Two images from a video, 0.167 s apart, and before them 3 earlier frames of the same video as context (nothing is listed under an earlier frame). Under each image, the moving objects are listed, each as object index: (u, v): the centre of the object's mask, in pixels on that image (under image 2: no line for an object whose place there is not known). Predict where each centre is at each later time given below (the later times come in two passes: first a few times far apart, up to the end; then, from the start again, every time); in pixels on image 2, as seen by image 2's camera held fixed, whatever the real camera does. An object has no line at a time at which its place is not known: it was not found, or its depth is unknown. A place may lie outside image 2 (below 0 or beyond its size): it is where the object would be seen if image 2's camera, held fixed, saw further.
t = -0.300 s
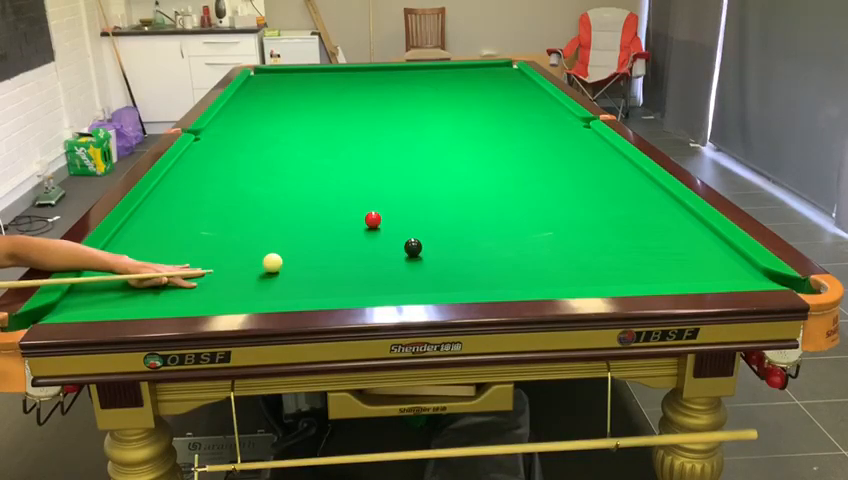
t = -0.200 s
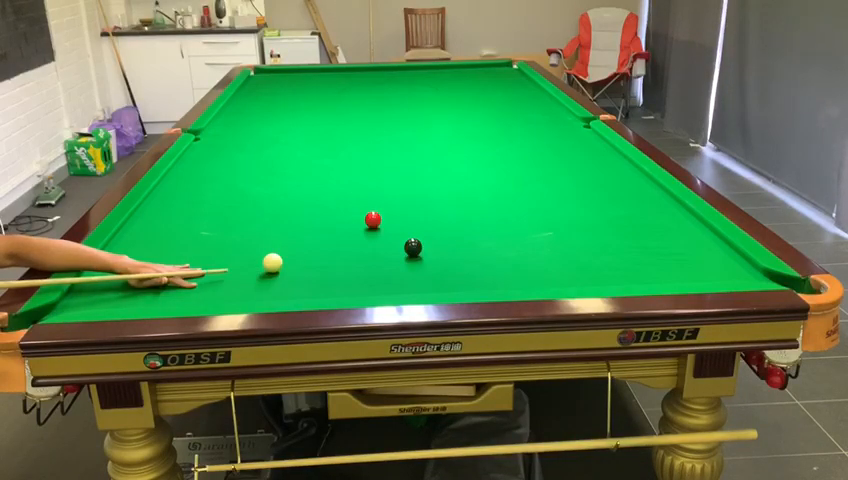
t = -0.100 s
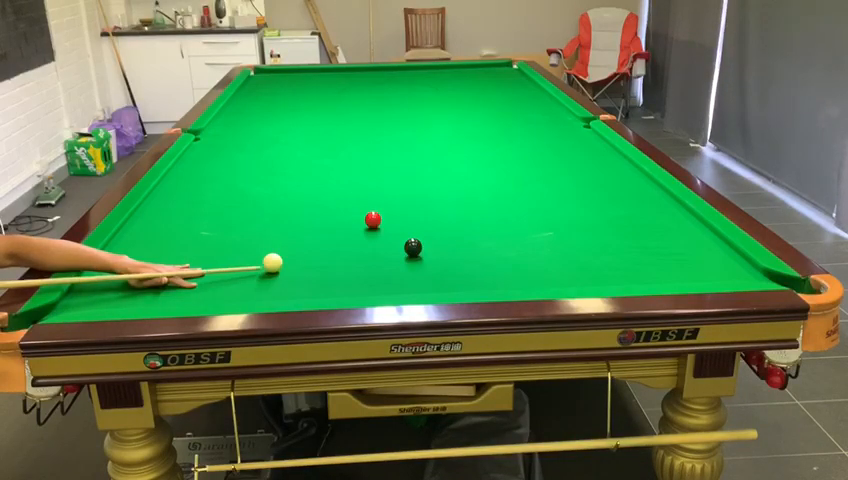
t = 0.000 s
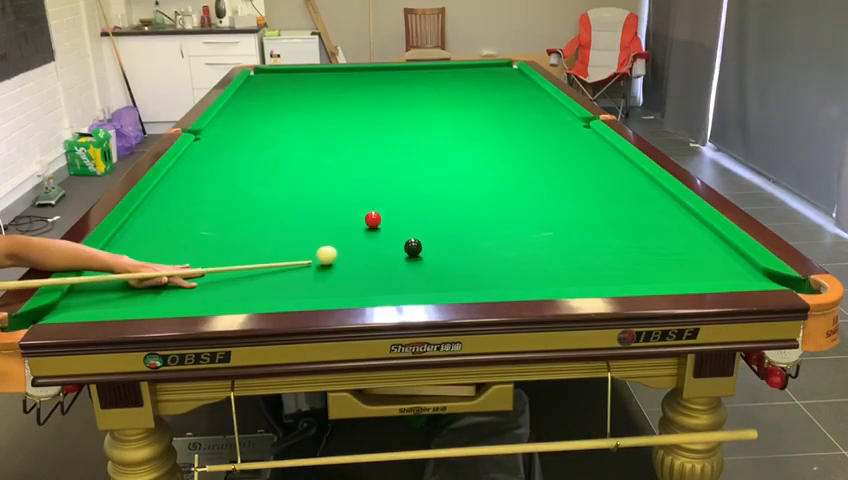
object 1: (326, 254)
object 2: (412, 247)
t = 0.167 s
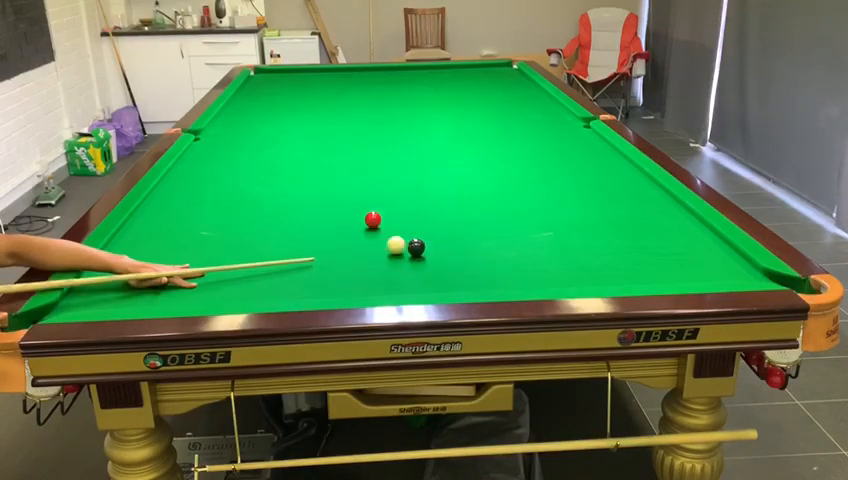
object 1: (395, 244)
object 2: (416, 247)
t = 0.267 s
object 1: (400, 239)
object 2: (441, 250)
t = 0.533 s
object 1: (407, 227)
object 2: (502, 255)
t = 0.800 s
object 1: (413, 217)
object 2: (564, 260)
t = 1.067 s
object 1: (419, 208)
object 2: (626, 266)
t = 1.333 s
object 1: (424, 200)
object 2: (689, 271)
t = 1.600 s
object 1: (428, 194)
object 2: (750, 274)
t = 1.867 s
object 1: (432, 188)
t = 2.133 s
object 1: (436, 182)
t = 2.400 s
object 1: (439, 178)
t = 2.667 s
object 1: (442, 174)
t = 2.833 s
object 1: (443, 172)
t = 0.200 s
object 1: (397, 242)
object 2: (425, 248)
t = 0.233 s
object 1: (398, 240)
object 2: (434, 249)
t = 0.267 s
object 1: (400, 239)
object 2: (441, 250)
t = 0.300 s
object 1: (400, 237)
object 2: (449, 250)
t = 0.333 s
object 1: (401, 236)
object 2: (457, 251)
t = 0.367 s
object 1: (402, 234)
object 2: (464, 251)
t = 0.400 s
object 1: (403, 233)
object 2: (472, 252)
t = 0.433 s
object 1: (404, 231)
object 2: (479, 253)
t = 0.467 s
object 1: (405, 230)
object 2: (487, 253)
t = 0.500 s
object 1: (406, 228)
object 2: (494, 254)
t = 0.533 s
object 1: (407, 227)
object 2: (502, 255)
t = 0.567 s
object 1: (407, 226)
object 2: (510, 255)
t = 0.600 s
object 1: (408, 224)
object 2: (518, 256)
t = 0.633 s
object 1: (409, 223)
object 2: (525, 257)
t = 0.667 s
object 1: (410, 222)
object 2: (533, 257)
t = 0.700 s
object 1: (411, 220)
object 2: (541, 258)
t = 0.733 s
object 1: (411, 219)
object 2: (549, 259)
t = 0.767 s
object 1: (412, 218)
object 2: (556, 259)
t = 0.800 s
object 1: (413, 217)
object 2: (564, 260)
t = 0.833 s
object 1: (414, 216)
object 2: (572, 261)
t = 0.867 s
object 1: (414, 214)
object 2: (579, 262)
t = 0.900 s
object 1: (415, 213)
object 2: (587, 262)
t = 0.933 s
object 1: (416, 212)
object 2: (595, 263)
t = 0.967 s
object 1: (417, 211)
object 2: (603, 263)
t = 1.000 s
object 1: (417, 210)
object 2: (611, 264)
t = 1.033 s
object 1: (418, 209)
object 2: (619, 265)
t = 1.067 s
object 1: (419, 208)
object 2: (626, 266)
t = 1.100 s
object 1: (419, 207)
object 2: (634, 266)
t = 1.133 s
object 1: (420, 206)
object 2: (642, 267)
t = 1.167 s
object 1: (421, 205)
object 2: (650, 267)
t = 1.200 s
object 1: (421, 204)
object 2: (658, 268)
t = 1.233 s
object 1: (422, 203)
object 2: (666, 269)
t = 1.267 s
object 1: (423, 202)
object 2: (673, 270)
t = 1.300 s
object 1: (423, 201)
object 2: (681, 270)
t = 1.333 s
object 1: (424, 200)
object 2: (689, 271)
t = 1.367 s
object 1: (424, 199)
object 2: (697, 271)
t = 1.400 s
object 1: (425, 198)
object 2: (704, 272)
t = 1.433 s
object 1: (425, 198)
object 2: (712, 272)
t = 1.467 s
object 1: (426, 197)
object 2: (720, 272)
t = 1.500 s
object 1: (426, 196)
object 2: (727, 273)
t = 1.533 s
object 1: (427, 195)
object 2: (735, 273)
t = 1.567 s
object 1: (428, 194)
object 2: (742, 273)
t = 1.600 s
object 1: (428, 194)
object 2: (750, 274)
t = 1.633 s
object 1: (429, 193)
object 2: (758, 275)
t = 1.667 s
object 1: (429, 192)
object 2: (765, 276)
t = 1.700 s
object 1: (430, 191)
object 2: (773, 277)
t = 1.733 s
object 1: (431, 190)
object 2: (776, 279)
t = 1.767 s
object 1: (431, 190)
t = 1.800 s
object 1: (432, 189)
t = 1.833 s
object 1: (432, 189)
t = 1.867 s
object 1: (432, 188)
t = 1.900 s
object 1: (433, 187)
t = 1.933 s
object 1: (433, 186)
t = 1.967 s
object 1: (434, 186)
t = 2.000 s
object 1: (434, 185)
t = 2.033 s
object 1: (435, 184)
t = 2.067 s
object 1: (435, 184)
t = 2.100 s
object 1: (436, 183)
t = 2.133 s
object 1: (436, 182)
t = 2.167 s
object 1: (437, 182)
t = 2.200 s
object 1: (437, 181)
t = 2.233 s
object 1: (437, 181)
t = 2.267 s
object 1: (438, 180)
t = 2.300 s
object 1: (438, 180)
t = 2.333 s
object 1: (438, 179)
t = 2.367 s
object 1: (439, 179)
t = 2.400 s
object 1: (439, 178)
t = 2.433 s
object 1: (439, 178)
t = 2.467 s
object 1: (440, 177)
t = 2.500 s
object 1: (440, 177)
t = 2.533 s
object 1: (441, 176)
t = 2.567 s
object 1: (441, 176)
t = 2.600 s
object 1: (441, 175)
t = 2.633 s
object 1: (442, 175)
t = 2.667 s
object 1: (442, 174)
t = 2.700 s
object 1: (442, 174)
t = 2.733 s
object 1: (443, 173)
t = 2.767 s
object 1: (443, 173)
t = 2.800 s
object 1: (443, 173)
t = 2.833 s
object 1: (443, 172)
